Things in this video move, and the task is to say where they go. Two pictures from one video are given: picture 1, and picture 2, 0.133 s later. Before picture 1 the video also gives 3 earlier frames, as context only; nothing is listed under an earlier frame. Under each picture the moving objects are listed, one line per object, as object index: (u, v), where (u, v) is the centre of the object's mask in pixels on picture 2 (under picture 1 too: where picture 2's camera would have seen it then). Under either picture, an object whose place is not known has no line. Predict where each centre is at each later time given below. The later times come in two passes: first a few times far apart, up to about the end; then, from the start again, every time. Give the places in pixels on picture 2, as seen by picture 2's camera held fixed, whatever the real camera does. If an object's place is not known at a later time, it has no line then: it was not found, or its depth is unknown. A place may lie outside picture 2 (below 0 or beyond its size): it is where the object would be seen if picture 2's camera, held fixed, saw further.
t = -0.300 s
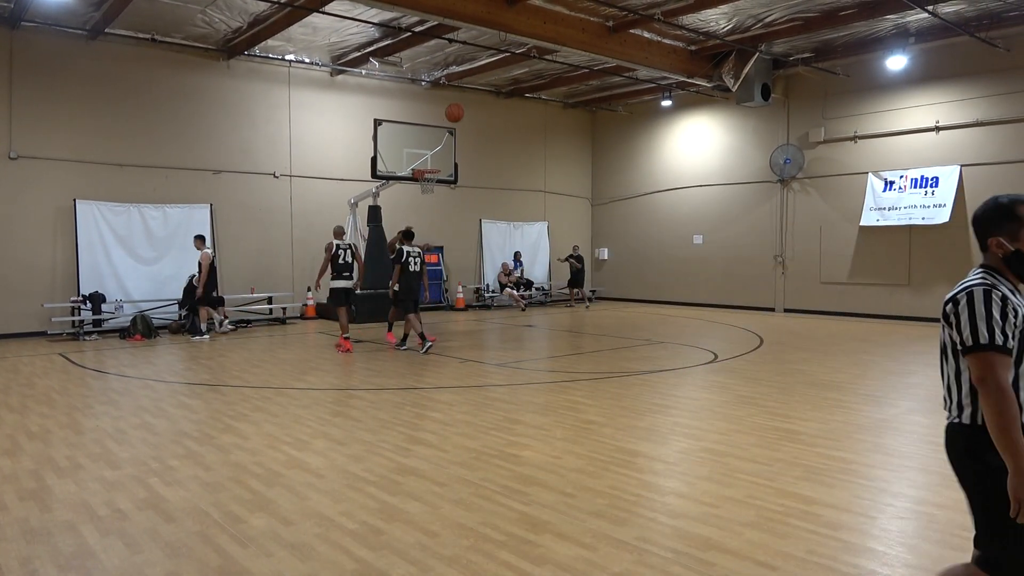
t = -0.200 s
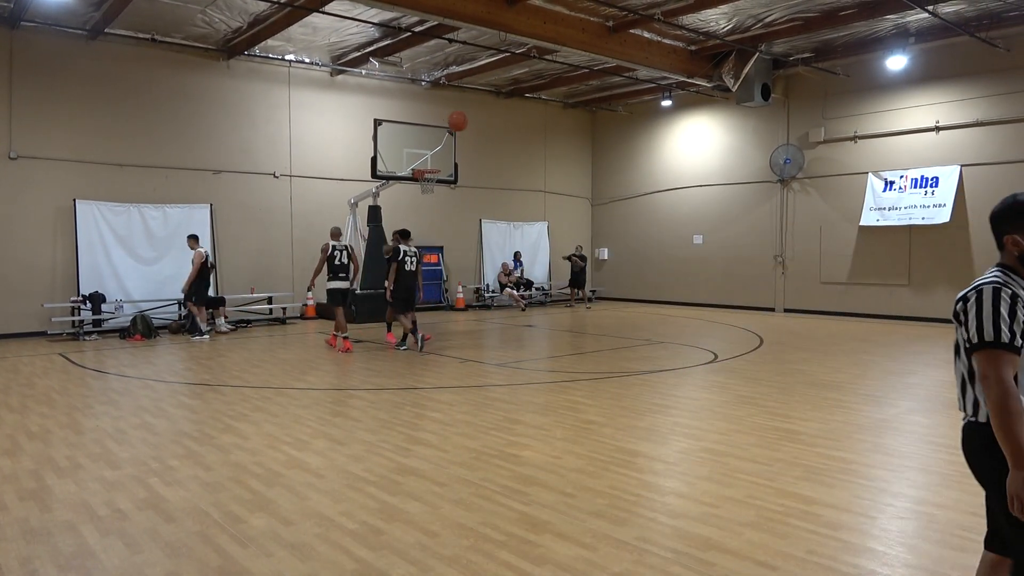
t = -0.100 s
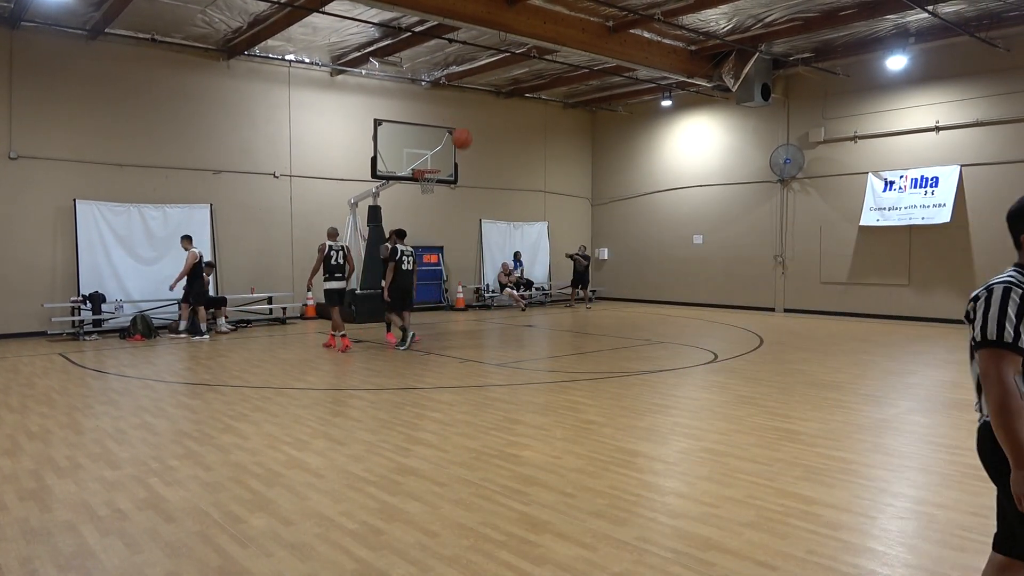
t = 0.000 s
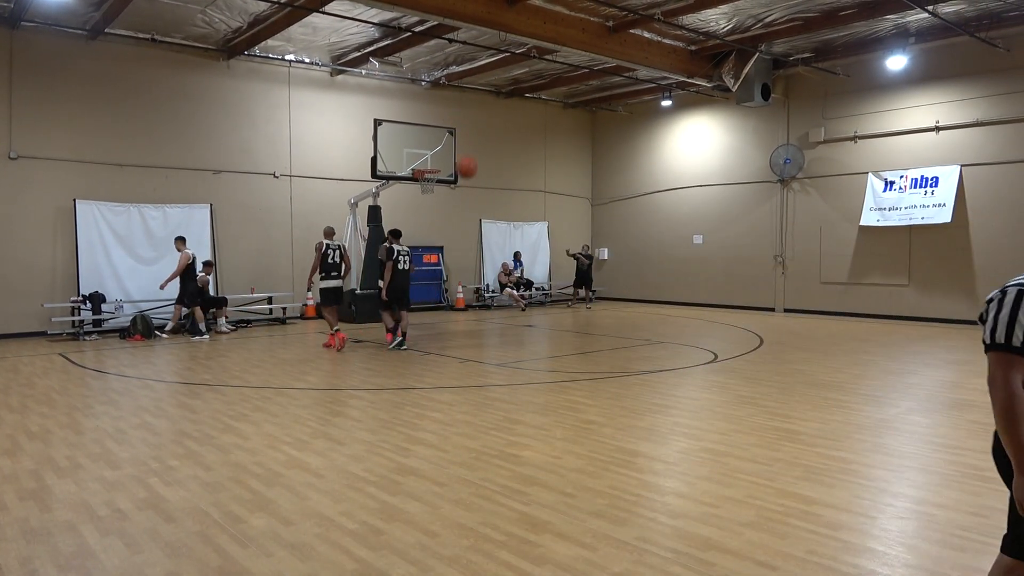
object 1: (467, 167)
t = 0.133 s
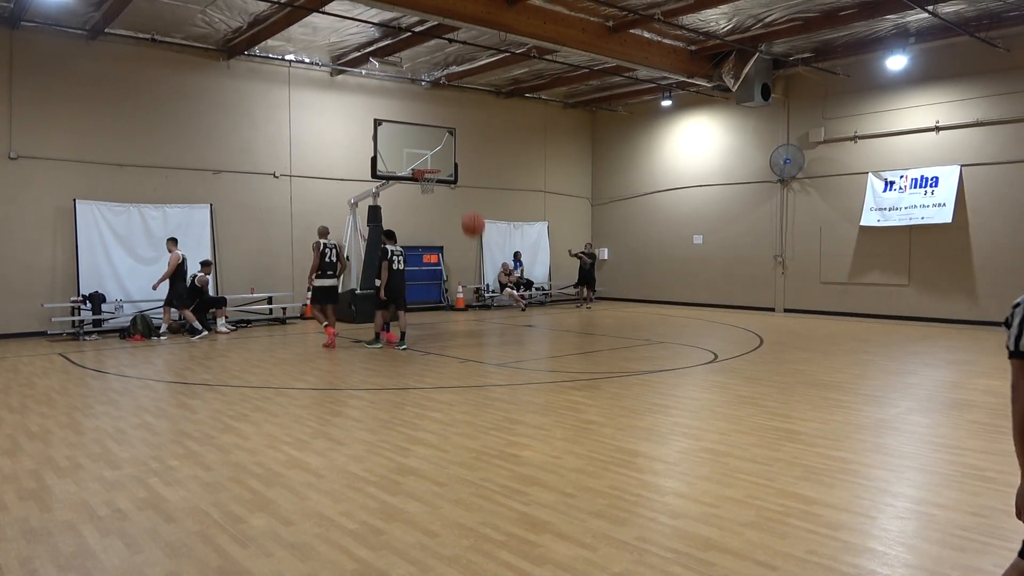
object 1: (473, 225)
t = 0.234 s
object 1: (479, 286)
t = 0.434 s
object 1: (489, 386)
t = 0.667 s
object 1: (493, 275)
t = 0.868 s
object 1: (498, 222)
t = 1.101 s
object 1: (505, 219)
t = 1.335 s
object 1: (513, 292)
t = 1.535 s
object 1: (519, 428)
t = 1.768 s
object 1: (528, 379)
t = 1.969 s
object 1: (536, 333)
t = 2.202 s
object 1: (547, 361)
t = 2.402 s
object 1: (559, 479)
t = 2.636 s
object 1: (571, 483)
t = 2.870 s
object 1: (583, 461)
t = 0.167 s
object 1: (475, 243)
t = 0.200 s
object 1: (477, 263)
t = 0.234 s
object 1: (479, 286)
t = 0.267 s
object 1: (481, 308)
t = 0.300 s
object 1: (483, 335)
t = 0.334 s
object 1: (484, 361)
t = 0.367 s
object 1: (487, 393)
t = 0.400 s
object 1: (488, 406)
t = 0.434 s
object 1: (489, 386)
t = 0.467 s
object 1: (489, 368)
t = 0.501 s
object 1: (490, 349)
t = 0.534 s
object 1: (491, 333)
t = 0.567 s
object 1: (491, 316)
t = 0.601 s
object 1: (492, 302)
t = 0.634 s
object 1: (493, 289)
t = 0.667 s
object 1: (493, 275)
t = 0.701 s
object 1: (494, 263)
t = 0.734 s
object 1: (495, 253)
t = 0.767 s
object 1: (495, 243)
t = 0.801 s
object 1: (496, 235)
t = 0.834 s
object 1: (497, 228)
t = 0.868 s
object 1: (498, 222)
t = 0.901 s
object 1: (499, 217)
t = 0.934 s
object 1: (499, 214)
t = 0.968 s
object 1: (500, 212)
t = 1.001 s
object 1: (502, 212)
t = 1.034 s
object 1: (502, 213)
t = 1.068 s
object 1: (503, 215)
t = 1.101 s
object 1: (505, 219)
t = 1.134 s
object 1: (506, 224)
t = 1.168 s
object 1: (506, 231)
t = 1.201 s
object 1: (508, 239)
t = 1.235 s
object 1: (509, 250)
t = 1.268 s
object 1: (510, 262)
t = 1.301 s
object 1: (511, 277)
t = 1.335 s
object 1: (513, 292)
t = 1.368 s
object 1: (513, 310)
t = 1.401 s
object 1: (514, 331)
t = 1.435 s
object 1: (516, 352)
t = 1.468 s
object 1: (517, 375)
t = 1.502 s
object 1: (518, 401)
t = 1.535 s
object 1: (519, 428)
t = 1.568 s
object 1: (521, 458)
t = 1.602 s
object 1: (522, 458)
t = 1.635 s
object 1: (523, 439)
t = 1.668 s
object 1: (524, 422)
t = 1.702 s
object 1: (526, 406)
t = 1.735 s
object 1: (527, 392)
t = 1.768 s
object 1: (528, 379)
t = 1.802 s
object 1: (529, 367)
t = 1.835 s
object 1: (531, 357)
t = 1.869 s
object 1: (532, 349)
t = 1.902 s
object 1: (533, 342)
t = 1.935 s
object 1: (535, 336)
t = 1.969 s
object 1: (536, 333)
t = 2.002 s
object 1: (538, 331)
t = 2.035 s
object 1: (540, 331)
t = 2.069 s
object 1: (541, 332)
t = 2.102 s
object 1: (542, 337)
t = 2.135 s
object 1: (544, 343)
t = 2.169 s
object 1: (546, 351)
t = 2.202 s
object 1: (547, 361)
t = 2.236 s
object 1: (549, 374)
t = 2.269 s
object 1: (551, 390)
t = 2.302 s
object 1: (553, 408)
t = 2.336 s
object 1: (555, 429)
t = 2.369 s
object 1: (557, 453)
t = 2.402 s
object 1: (559, 479)
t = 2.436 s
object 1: (560, 509)
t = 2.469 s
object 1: (562, 541)
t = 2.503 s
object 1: (565, 542)
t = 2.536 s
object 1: (566, 525)
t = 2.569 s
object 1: (568, 509)
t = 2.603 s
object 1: (569, 495)
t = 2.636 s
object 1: (571, 483)
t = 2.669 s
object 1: (572, 472)
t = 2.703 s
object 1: (574, 465)
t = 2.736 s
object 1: (576, 459)
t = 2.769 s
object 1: (577, 456)
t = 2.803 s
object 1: (579, 455)
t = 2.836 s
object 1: (581, 456)
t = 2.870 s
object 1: (583, 461)
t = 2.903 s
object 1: (585, 468)
